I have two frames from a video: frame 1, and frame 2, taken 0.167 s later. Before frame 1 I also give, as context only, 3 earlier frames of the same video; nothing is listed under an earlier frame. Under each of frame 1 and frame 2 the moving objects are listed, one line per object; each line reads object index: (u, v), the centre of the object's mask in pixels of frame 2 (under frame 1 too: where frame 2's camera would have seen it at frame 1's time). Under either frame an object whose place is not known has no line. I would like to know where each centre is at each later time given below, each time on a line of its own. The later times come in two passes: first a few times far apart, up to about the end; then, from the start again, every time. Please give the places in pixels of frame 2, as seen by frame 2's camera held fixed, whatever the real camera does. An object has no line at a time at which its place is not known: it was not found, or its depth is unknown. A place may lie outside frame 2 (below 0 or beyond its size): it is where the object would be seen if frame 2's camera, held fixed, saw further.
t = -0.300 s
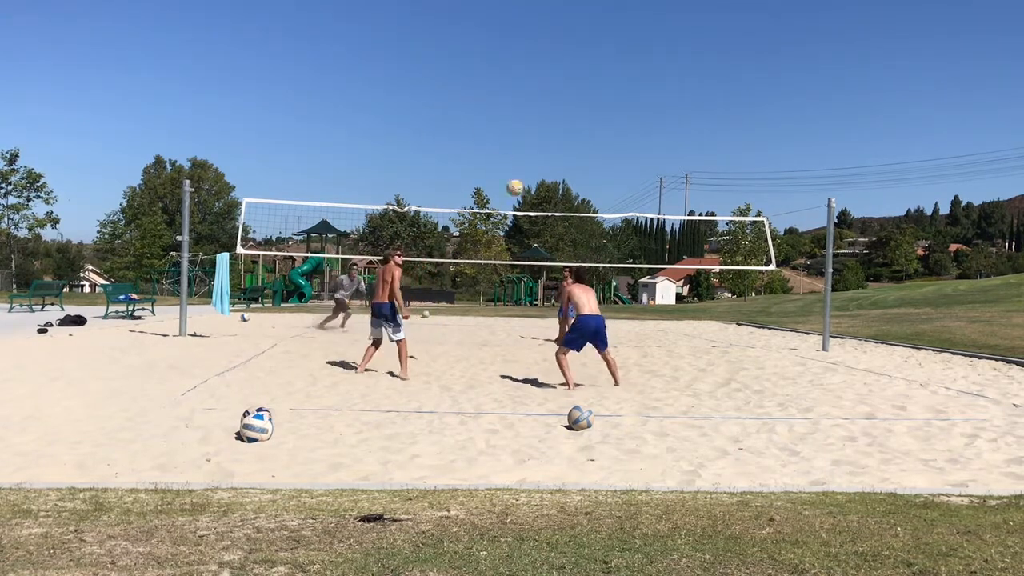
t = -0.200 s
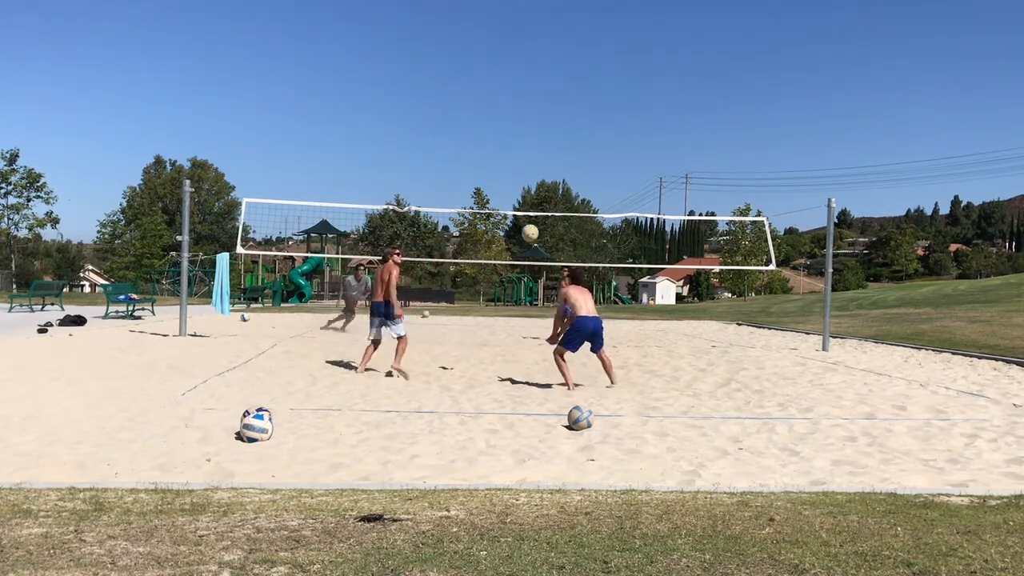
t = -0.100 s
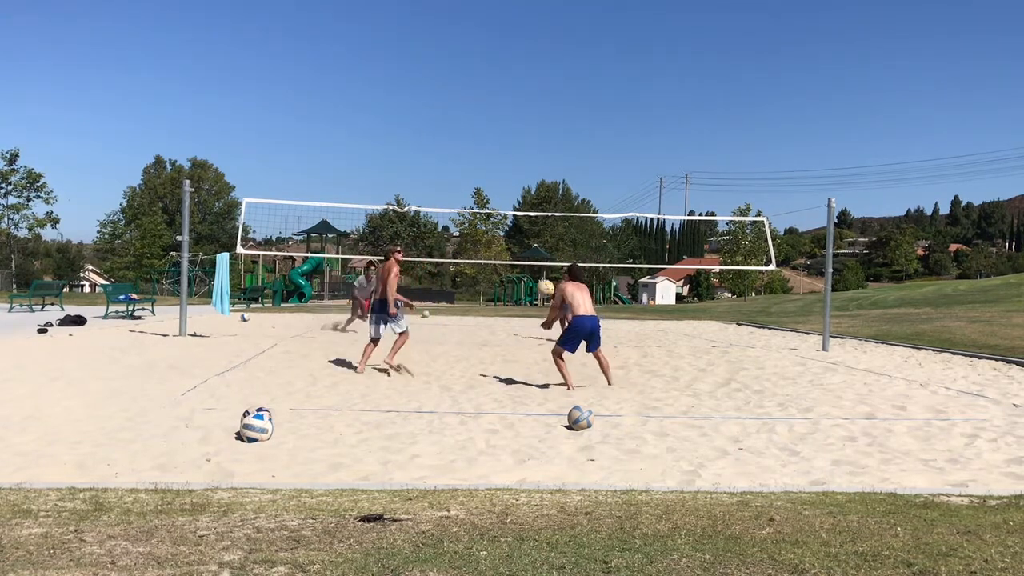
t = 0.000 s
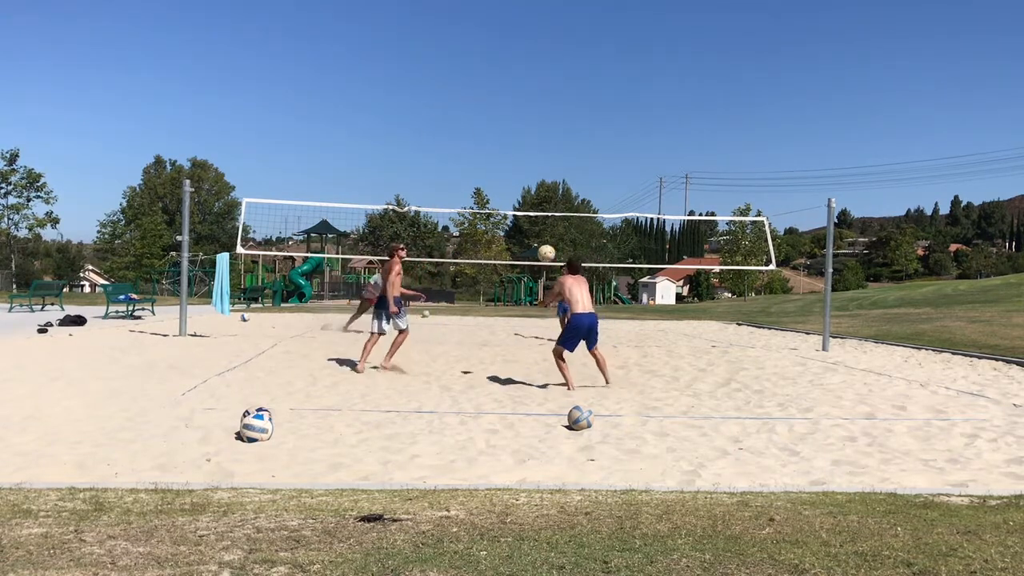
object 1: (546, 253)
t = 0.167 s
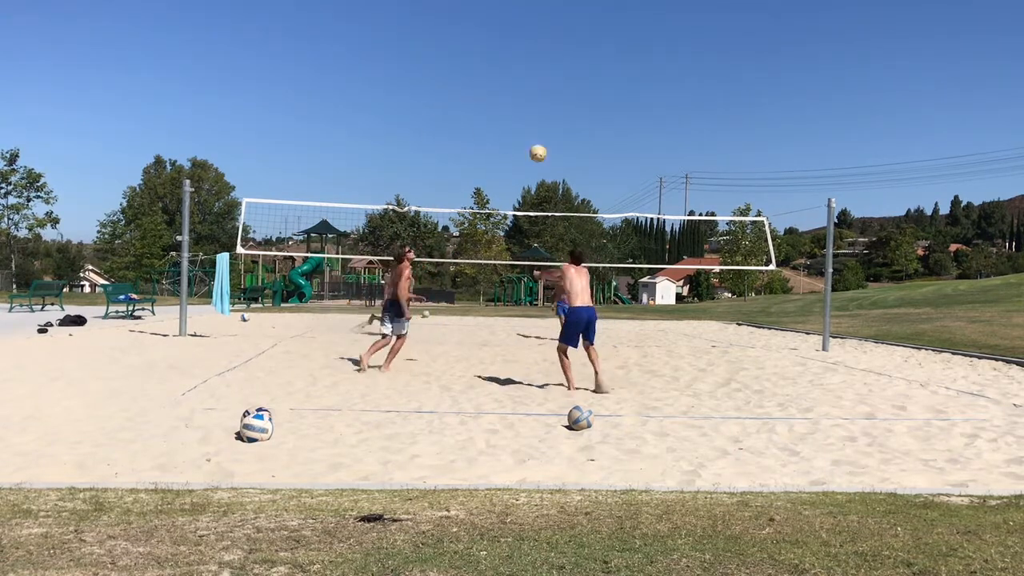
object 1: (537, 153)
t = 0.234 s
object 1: (533, 121)
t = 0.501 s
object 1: (518, 36)
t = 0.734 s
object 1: (503, 11)
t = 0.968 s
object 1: (489, 24)
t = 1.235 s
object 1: (473, 81)
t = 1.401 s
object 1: (463, 137)
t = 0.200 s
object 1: (535, 136)
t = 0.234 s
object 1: (533, 121)
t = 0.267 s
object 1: (532, 107)
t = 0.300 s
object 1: (530, 94)
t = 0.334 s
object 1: (528, 82)
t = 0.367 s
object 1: (525, 71)
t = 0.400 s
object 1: (523, 61)
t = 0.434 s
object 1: (522, 52)
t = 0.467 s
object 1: (520, 43)
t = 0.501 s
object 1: (518, 36)
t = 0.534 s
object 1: (515, 30)
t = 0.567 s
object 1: (513, 24)
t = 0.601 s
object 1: (511, 20)
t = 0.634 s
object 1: (509, 16)
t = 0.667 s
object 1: (507, 14)
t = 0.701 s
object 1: (505, 12)
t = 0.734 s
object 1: (503, 11)
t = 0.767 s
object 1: (501, 10)
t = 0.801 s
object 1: (499, 11)
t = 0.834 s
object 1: (497, 12)
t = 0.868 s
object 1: (495, 14)
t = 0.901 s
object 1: (493, 16)
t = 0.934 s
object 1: (491, 20)
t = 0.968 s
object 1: (489, 24)
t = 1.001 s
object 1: (487, 29)
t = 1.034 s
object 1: (485, 34)
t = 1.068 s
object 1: (483, 41)
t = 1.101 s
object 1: (481, 47)
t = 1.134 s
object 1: (479, 55)
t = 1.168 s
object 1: (477, 63)
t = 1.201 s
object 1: (475, 72)
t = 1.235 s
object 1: (473, 81)
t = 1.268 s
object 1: (471, 92)
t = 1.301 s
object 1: (469, 103)
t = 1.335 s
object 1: (467, 114)
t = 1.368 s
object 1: (466, 125)
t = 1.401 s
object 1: (463, 137)
